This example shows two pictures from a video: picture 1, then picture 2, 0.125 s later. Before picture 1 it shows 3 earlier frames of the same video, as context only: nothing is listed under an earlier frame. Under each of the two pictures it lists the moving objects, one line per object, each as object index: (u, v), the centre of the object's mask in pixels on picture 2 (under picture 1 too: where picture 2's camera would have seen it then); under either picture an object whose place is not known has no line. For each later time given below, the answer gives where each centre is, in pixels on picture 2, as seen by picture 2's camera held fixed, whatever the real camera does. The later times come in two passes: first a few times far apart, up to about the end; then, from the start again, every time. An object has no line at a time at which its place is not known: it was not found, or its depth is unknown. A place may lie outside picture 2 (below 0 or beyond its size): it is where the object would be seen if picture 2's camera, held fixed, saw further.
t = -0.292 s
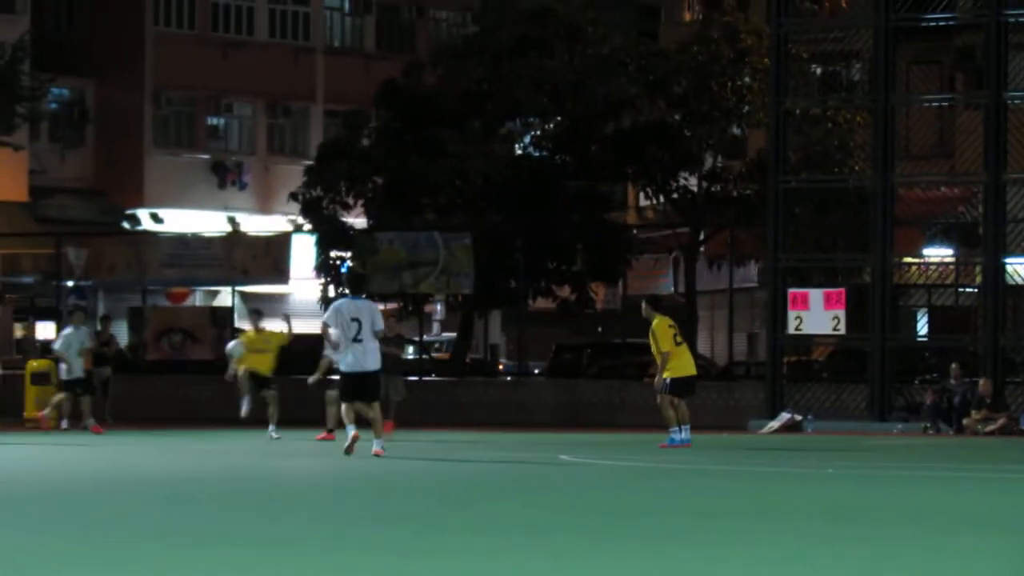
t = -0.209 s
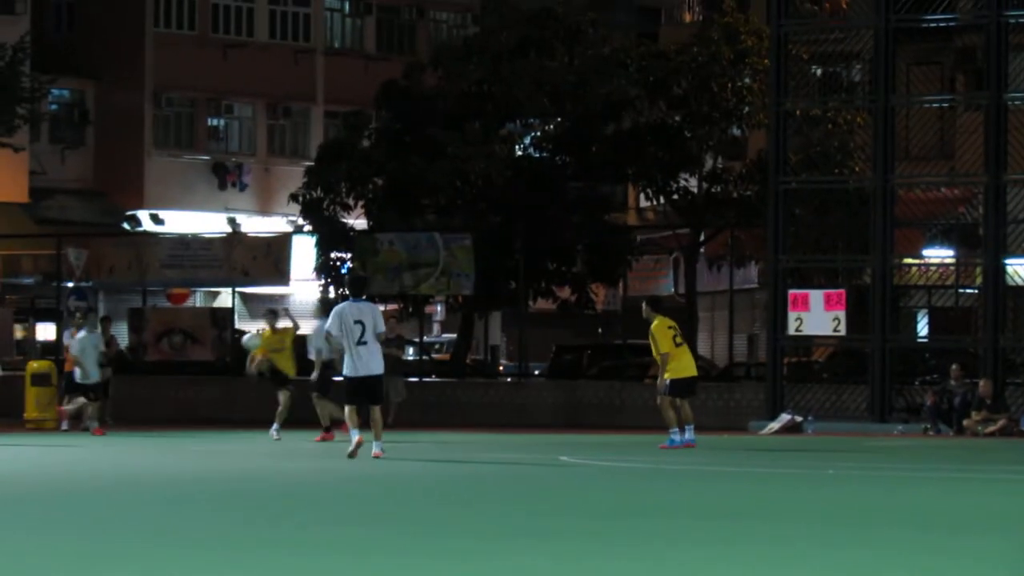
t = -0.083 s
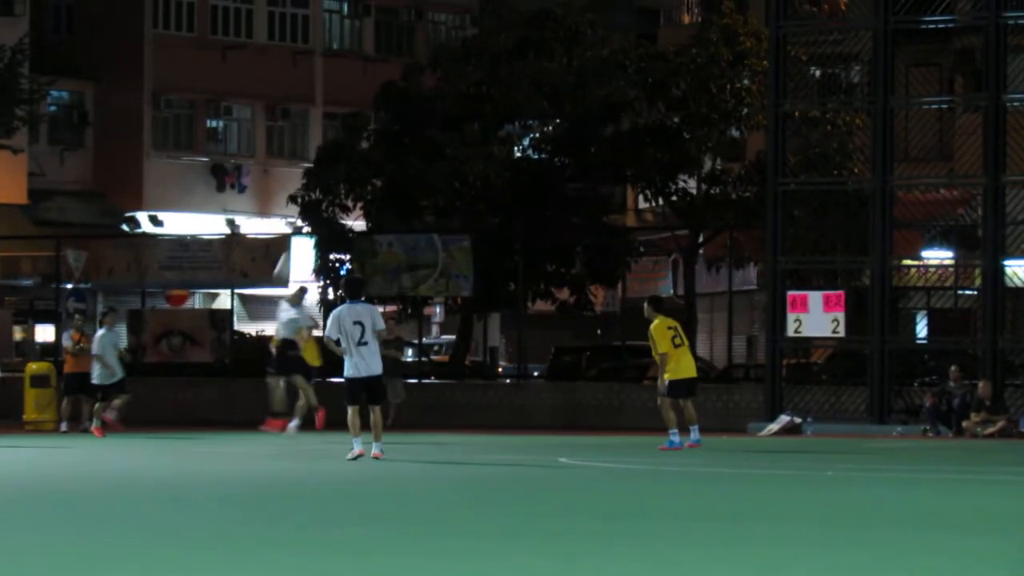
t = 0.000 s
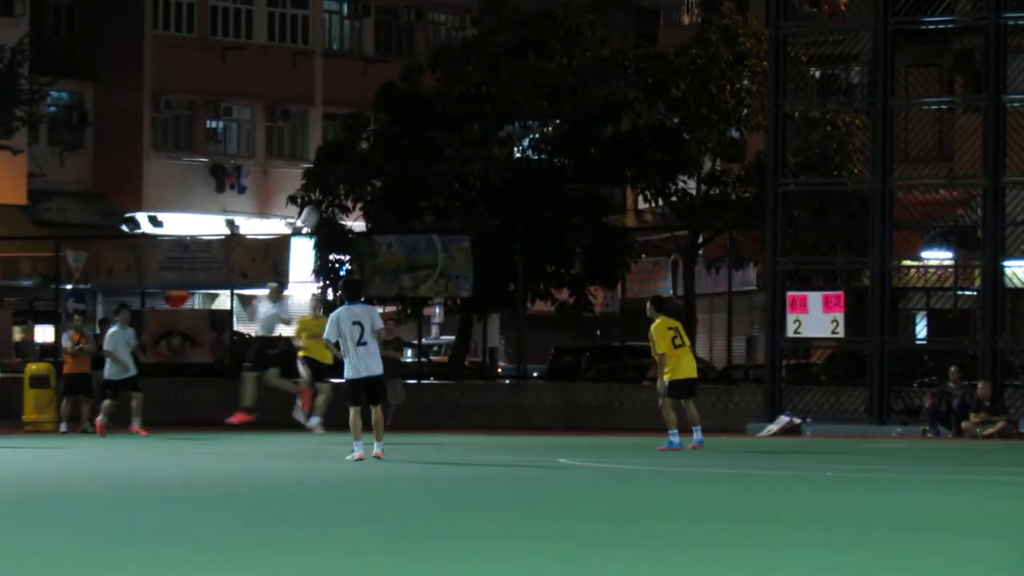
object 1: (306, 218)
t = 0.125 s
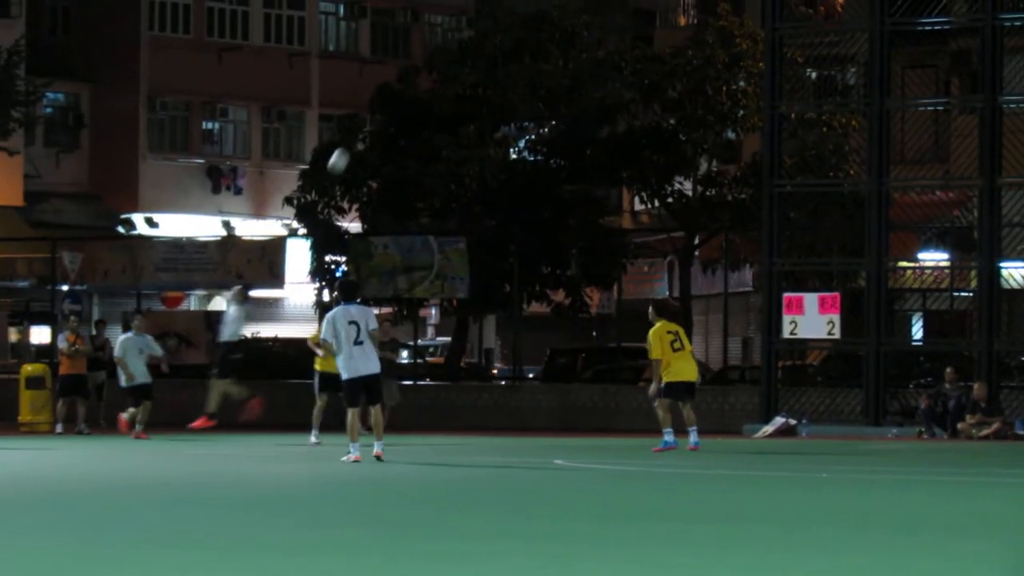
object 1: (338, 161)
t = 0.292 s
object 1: (383, 102)
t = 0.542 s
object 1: (447, 58)
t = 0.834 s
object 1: (520, 73)
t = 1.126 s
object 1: (589, 157)
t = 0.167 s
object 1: (350, 144)
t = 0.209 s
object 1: (361, 128)
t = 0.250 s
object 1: (372, 115)
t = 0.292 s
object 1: (383, 102)
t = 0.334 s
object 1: (394, 91)
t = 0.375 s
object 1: (405, 82)
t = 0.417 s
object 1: (416, 73)
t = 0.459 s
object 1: (427, 67)
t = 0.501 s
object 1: (437, 61)
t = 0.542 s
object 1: (447, 58)
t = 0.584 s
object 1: (459, 56)
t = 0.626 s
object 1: (469, 55)
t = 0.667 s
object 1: (479, 55)
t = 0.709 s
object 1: (489, 58)
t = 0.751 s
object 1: (500, 61)
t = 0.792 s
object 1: (510, 66)
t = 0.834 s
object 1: (520, 73)
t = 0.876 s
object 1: (530, 80)
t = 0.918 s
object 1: (540, 90)
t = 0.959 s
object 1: (550, 100)
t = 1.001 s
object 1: (560, 113)
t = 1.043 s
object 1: (569, 126)
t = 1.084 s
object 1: (579, 141)
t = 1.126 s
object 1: (589, 157)
